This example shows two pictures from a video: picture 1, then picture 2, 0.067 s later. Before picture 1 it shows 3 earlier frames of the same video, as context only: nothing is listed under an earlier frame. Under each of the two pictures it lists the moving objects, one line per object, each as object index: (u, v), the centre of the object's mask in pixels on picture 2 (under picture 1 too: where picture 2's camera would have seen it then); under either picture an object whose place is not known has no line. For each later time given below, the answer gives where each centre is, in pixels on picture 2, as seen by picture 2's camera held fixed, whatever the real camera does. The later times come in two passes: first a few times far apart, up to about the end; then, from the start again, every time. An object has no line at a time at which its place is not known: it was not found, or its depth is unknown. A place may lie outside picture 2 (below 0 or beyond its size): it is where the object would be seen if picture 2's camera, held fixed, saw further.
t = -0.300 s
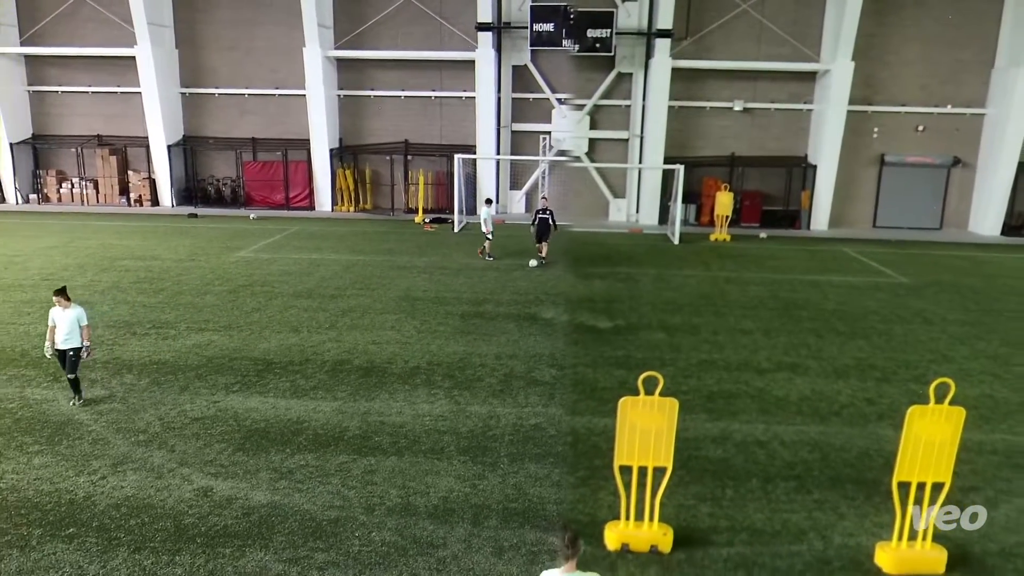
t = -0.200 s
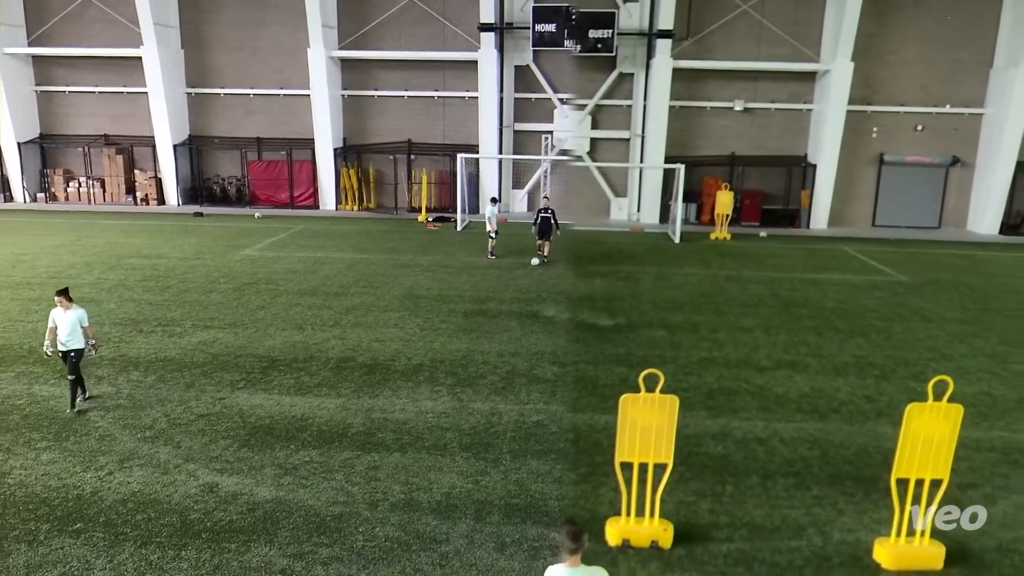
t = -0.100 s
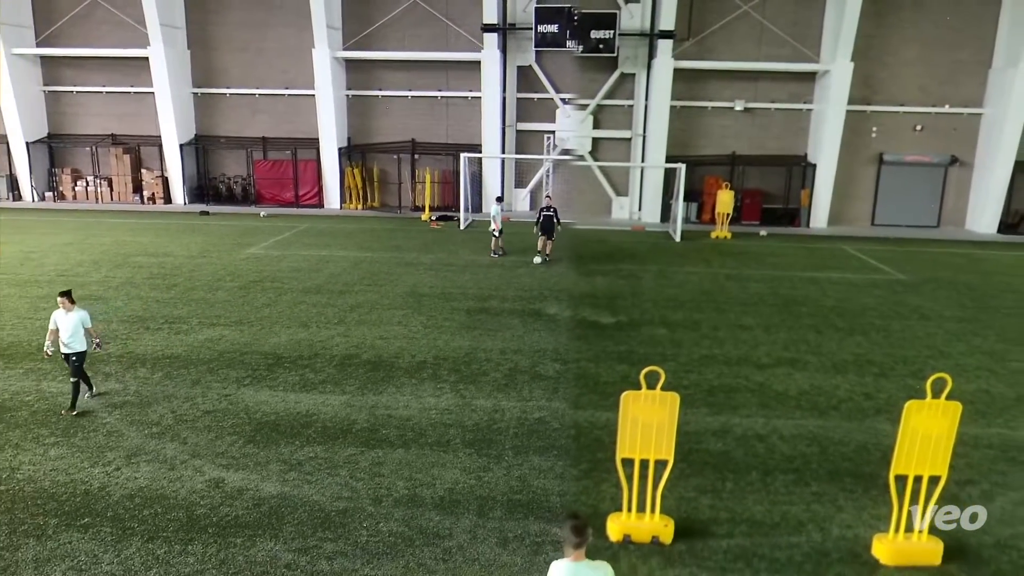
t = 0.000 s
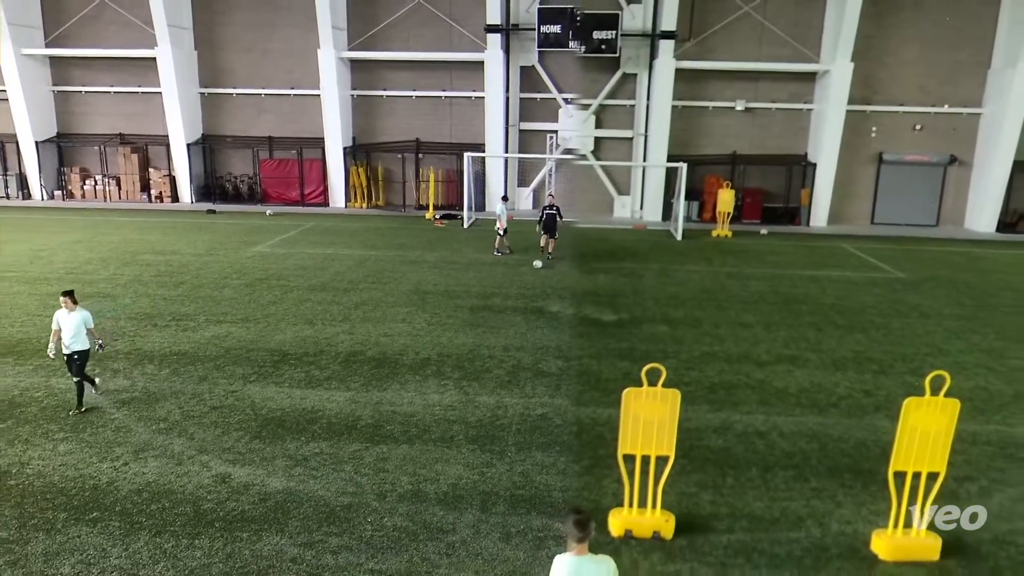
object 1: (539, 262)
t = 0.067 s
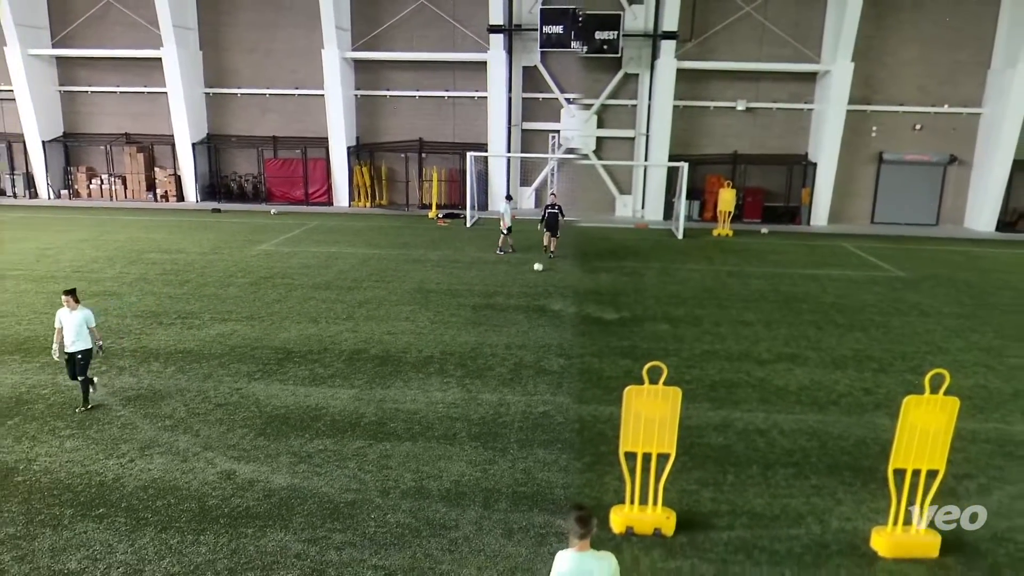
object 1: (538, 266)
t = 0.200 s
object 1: (536, 274)
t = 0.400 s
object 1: (533, 285)
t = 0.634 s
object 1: (529, 297)
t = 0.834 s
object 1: (524, 308)
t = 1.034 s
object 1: (520, 320)
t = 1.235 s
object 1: (515, 334)
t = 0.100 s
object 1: (538, 267)
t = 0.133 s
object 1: (537, 270)
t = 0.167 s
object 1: (537, 272)
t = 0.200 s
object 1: (536, 274)
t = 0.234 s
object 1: (535, 276)
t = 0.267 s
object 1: (535, 277)
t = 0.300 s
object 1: (534, 279)
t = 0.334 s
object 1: (534, 281)
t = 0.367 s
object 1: (533, 283)
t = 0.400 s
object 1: (533, 285)
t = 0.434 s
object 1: (532, 286)
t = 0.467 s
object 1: (531, 288)
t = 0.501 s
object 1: (531, 290)
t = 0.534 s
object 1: (530, 292)
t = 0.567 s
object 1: (530, 293)
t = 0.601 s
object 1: (529, 295)
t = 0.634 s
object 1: (529, 297)
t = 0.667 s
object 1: (528, 299)
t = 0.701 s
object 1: (527, 300)
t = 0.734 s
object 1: (526, 302)
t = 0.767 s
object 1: (526, 304)
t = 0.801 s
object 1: (525, 306)
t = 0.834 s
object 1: (524, 308)
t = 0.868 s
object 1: (524, 310)
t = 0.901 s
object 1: (523, 312)
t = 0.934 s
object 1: (522, 314)
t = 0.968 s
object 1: (522, 316)
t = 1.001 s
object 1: (521, 318)
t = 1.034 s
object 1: (520, 320)
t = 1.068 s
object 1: (519, 322)
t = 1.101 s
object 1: (518, 325)
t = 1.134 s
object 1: (517, 327)
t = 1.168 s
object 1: (517, 329)
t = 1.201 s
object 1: (516, 332)
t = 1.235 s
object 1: (515, 334)
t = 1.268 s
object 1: (514, 336)
